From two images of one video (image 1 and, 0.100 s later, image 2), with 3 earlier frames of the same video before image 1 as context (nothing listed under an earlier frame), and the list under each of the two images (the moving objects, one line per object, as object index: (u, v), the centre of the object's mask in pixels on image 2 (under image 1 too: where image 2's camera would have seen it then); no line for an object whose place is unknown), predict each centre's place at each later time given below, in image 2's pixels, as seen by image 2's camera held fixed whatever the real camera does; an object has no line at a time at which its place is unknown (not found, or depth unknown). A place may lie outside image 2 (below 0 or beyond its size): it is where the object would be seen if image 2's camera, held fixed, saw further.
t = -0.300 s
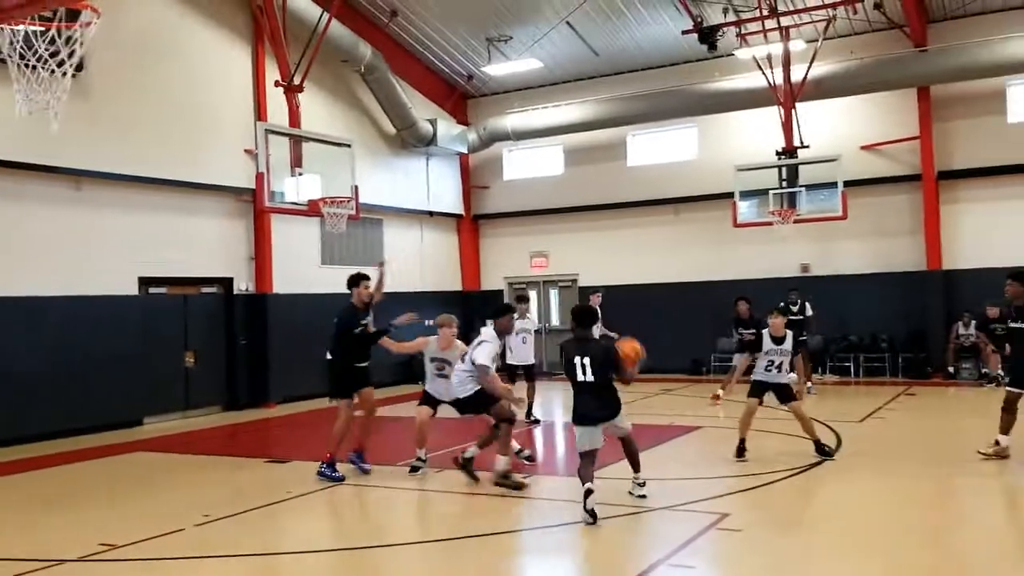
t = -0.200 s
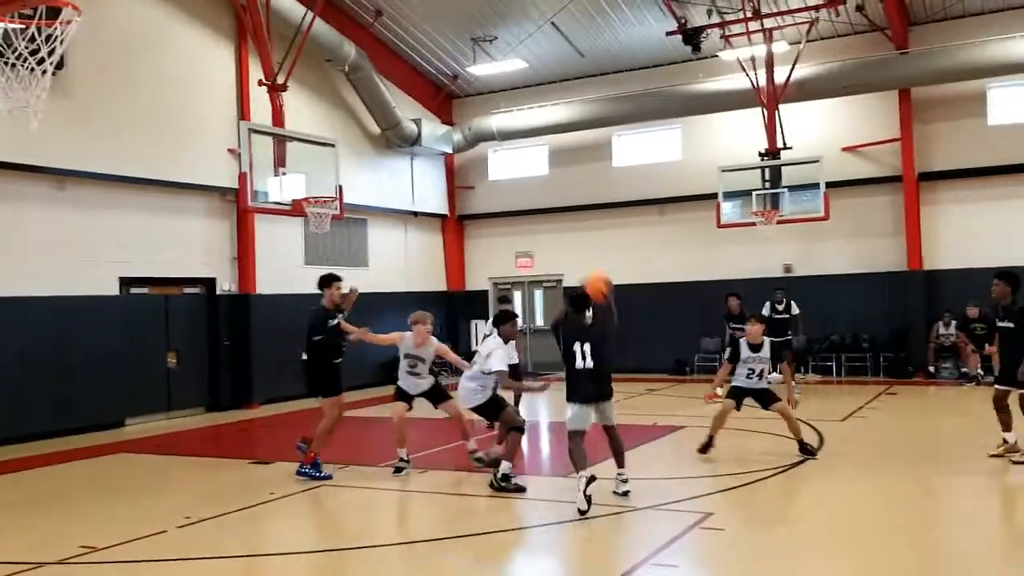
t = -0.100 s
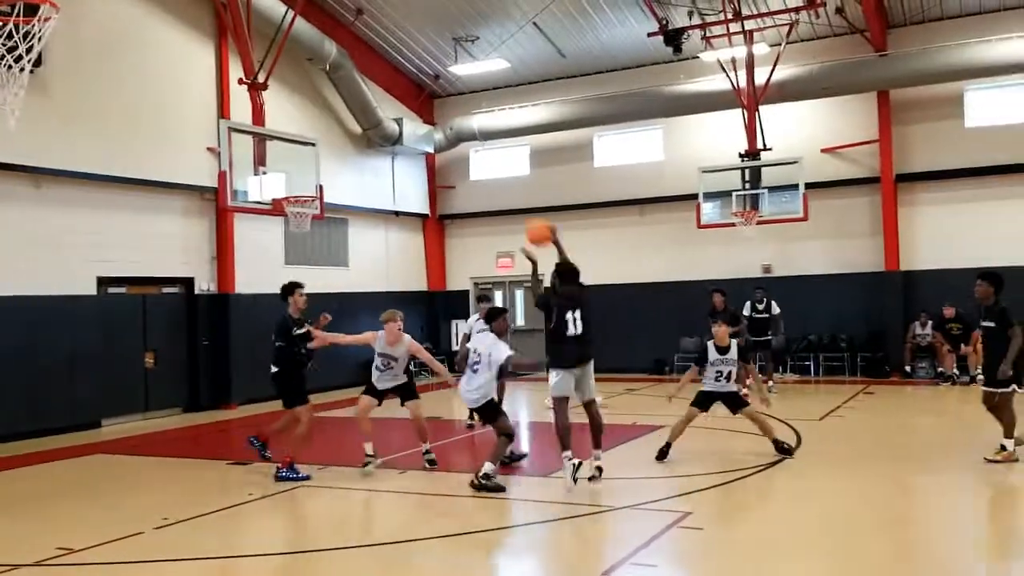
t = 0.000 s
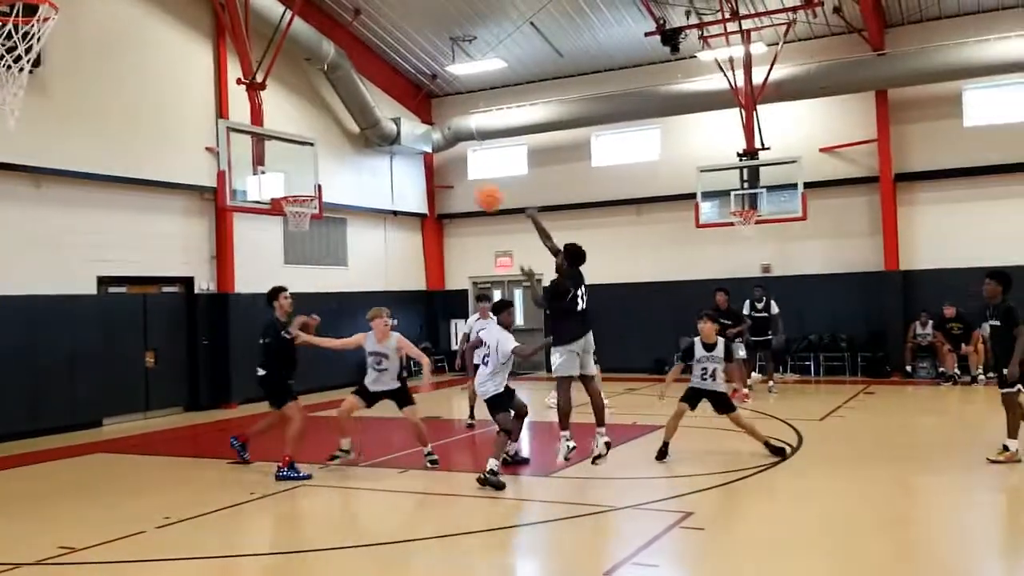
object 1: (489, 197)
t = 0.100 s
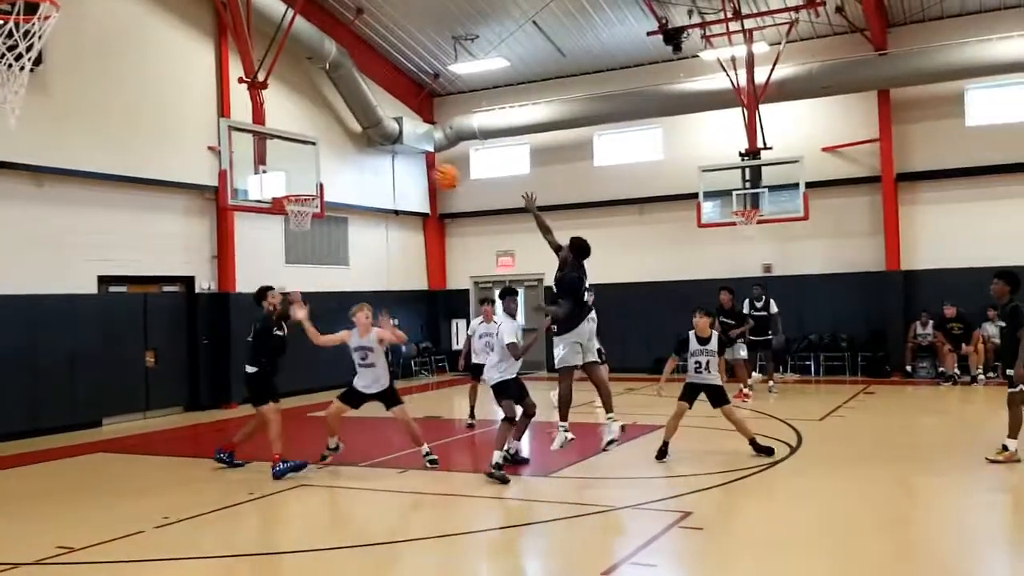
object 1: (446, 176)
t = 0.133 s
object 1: (431, 171)
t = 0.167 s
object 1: (416, 168)
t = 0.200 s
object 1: (401, 167)
